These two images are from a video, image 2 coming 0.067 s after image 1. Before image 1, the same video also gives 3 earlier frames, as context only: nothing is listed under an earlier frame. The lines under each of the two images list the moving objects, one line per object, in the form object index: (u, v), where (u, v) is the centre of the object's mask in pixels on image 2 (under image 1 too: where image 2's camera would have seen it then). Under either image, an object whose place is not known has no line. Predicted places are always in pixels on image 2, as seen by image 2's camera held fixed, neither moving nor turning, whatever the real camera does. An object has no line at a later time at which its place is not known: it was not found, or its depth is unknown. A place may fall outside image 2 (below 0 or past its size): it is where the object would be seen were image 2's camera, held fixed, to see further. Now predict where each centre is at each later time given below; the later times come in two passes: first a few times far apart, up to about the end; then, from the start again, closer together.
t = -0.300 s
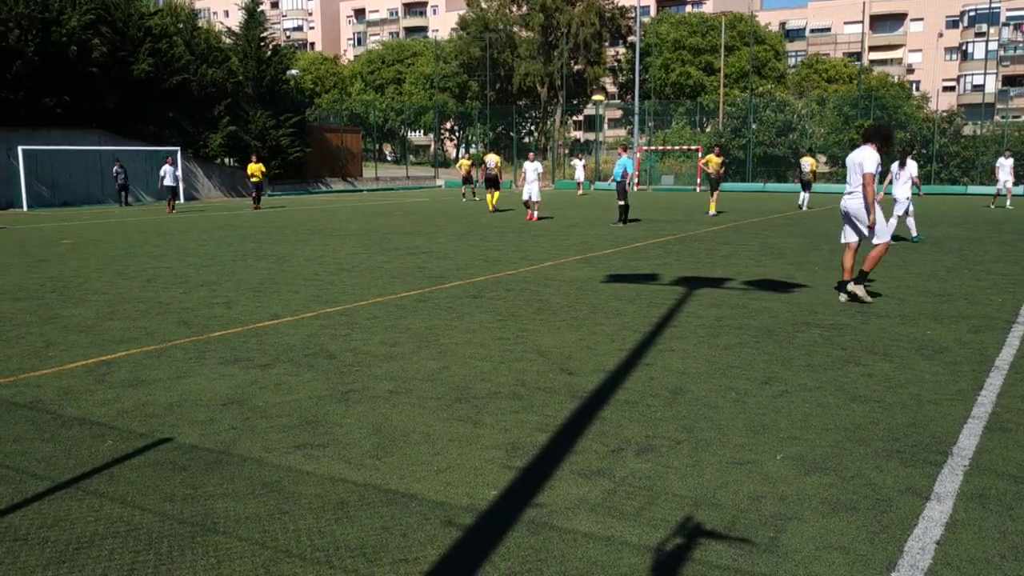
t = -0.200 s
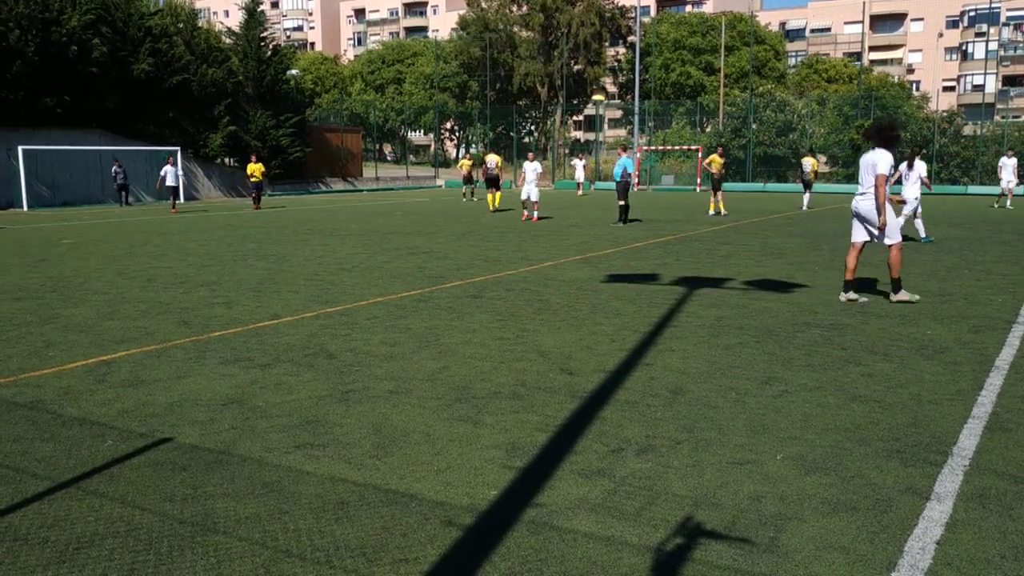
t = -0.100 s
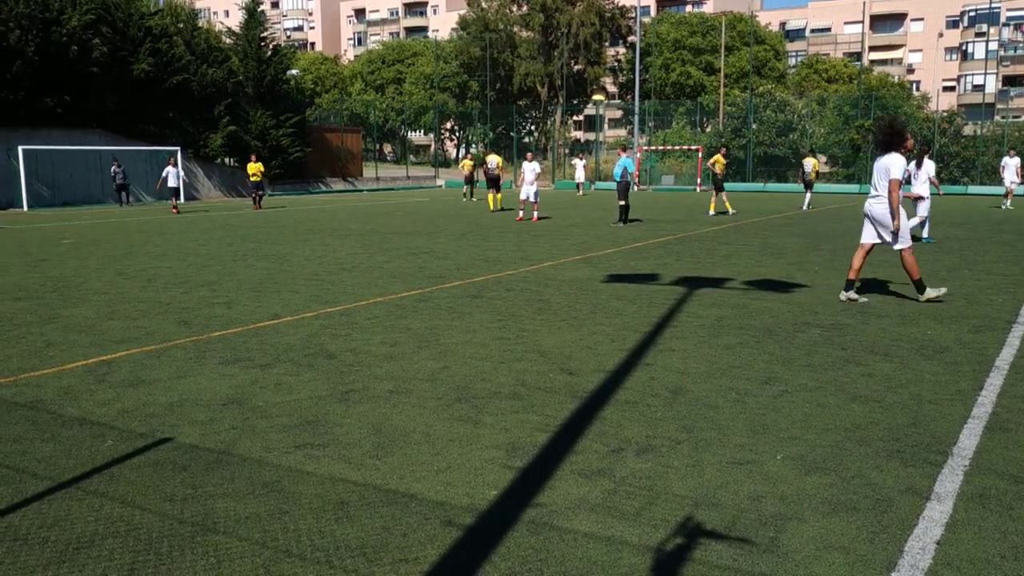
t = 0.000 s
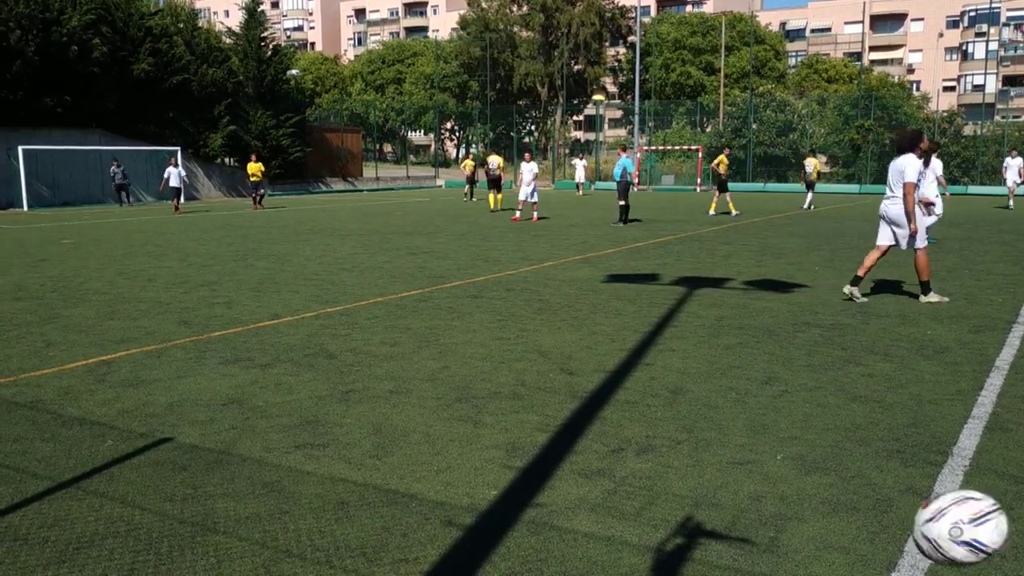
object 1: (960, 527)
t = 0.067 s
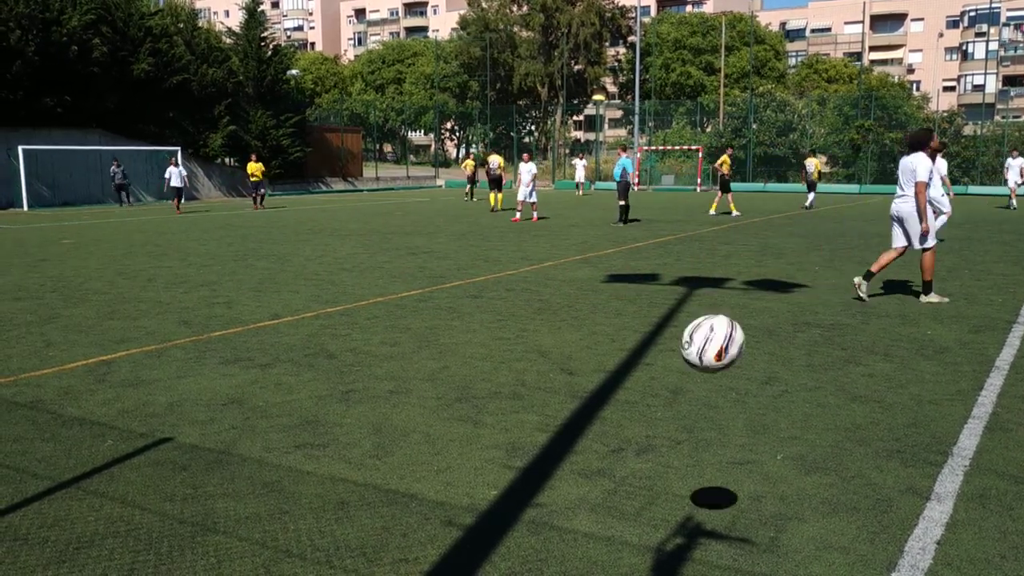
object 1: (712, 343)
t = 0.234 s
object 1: (435, 164)
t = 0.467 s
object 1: (285, 108)
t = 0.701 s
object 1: (211, 116)
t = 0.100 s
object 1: (630, 286)
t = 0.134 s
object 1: (566, 243)
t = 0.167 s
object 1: (513, 210)
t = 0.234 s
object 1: (435, 164)
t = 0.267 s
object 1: (403, 148)
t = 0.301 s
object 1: (377, 136)
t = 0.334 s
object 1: (354, 127)
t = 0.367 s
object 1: (333, 119)
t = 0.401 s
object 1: (316, 114)
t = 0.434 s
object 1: (299, 110)
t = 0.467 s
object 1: (285, 108)
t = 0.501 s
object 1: (271, 107)
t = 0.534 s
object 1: (259, 106)
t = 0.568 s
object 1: (248, 107)
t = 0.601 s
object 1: (237, 109)
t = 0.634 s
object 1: (228, 110)
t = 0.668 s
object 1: (219, 113)
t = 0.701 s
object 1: (211, 116)
